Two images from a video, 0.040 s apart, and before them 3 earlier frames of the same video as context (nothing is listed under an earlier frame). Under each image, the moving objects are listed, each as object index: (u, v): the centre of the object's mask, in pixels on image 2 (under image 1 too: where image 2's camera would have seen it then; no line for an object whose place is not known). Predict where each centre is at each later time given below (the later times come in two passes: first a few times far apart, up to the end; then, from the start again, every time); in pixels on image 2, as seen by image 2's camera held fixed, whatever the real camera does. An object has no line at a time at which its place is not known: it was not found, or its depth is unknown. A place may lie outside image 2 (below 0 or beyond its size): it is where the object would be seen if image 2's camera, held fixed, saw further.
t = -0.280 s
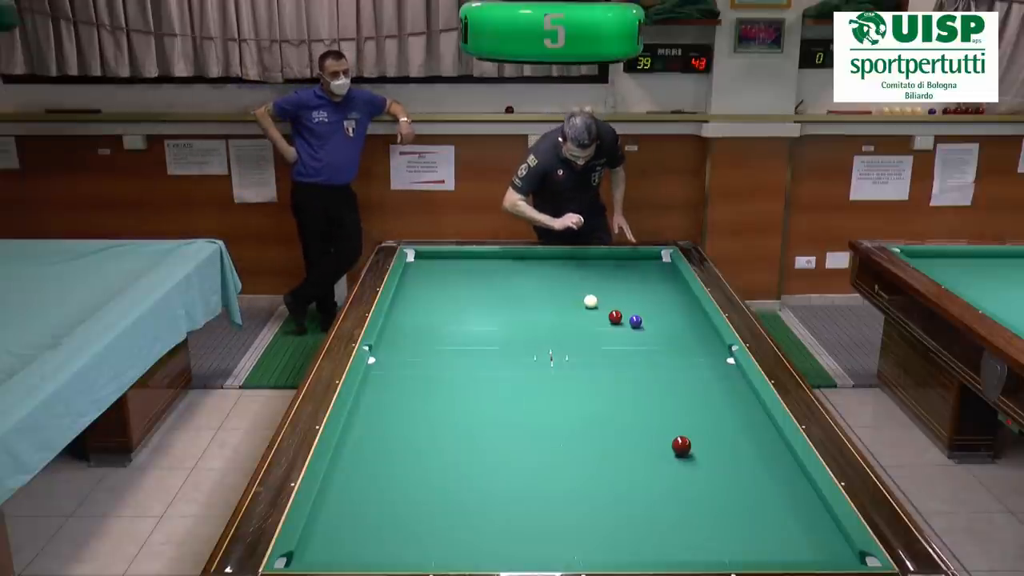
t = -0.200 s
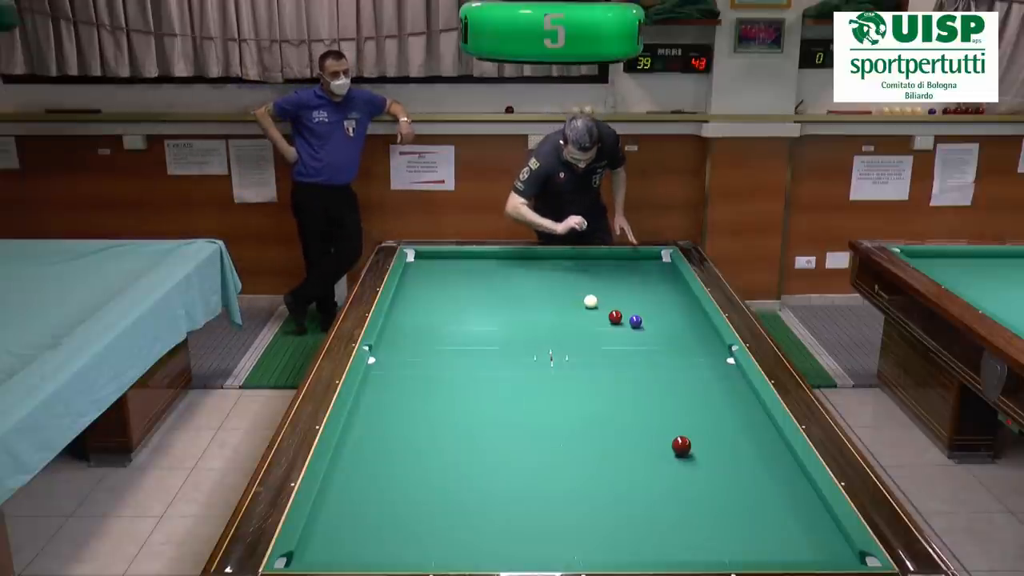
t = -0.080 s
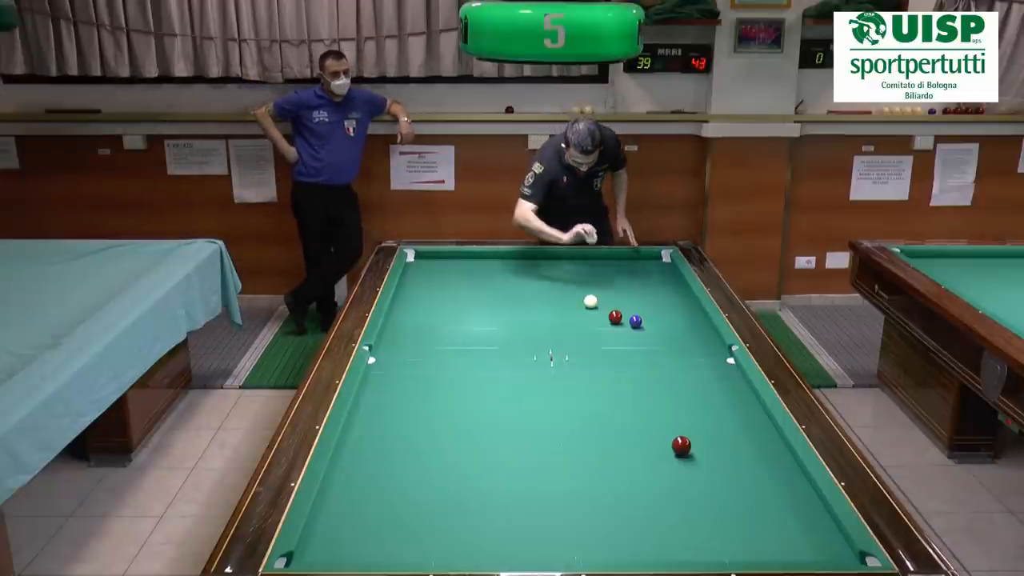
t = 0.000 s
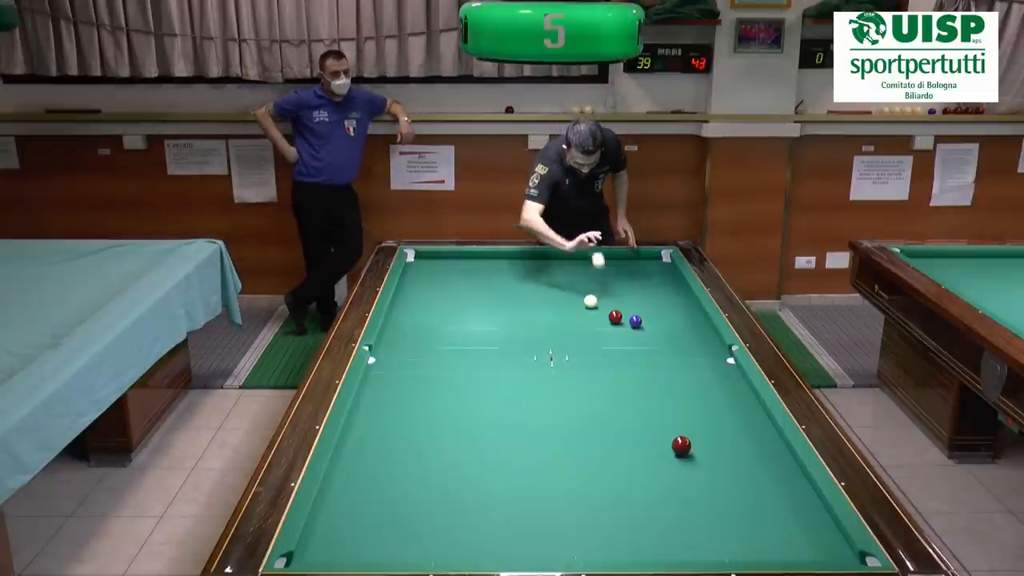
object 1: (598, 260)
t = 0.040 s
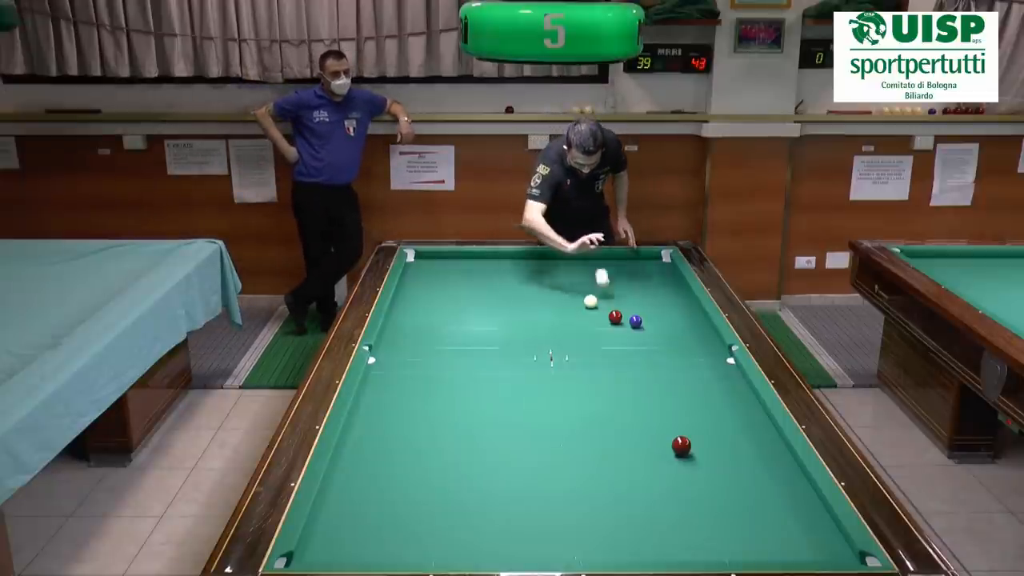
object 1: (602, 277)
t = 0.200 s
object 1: (619, 285)
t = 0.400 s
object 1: (643, 338)
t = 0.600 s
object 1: (668, 363)
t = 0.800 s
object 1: (697, 405)
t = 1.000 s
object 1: (730, 445)
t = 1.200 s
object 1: (771, 497)
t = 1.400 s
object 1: (822, 554)
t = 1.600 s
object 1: (808, 515)
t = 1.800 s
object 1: (796, 480)
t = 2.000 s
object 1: (779, 451)
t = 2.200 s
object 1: (760, 427)
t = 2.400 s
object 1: (743, 405)
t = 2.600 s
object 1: (728, 384)
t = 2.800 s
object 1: (715, 367)
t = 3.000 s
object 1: (703, 351)
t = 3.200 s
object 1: (691, 336)
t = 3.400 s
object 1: (681, 323)
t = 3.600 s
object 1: (671, 311)
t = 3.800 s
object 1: (662, 300)
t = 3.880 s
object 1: (659, 296)
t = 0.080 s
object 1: (606, 294)
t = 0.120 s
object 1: (610, 288)
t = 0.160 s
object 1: (615, 285)
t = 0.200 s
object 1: (619, 285)
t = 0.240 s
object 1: (623, 289)
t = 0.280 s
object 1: (628, 296)
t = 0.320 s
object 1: (633, 307)
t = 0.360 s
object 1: (638, 323)
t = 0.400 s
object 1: (643, 338)
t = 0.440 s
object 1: (648, 335)
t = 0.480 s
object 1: (653, 336)
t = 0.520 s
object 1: (658, 340)
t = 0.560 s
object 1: (662, 349)
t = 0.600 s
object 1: (668, 363)
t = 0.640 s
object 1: (674, 376)
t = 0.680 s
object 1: (679, 376)
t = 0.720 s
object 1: (685, 380)
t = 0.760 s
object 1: (690, 389)
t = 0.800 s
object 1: (697, 405)
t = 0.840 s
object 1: (703, 409)
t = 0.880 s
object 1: (709, 416)
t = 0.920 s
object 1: (716, 428)
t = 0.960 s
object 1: (723, 436)
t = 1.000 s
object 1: (730, 445)
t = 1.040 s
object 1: (738, 455)
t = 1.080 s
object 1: (746, 465)
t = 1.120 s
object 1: (754, 475)
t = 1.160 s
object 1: (762, 486)
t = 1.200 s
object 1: (771, 497)
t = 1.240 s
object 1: (781, 508)
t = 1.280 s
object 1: (791, 520)
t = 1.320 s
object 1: (801, 532)
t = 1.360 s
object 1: (812, 545)
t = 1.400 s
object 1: (822, 554)
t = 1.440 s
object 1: (821, 551)
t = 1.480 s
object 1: (818, 542)
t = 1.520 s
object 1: (814, 532)
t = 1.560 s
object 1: (811, 523)
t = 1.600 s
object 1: (808, 515)
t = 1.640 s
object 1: (805, 508)
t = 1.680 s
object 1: (803, 501)
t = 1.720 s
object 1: (801, 494)
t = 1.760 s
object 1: (799, 487)
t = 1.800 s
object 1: (796, 480)
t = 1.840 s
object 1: (794, 474)
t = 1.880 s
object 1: (791, 468)
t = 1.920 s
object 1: (787, 462)
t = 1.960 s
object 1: (783, 456)
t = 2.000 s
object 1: (779, 451)
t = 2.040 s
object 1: (775, 446)
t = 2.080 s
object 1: (771, 441)
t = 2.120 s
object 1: (767, 436)
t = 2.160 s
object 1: (763, 431)
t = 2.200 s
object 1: (760, 427)
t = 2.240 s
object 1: (757, 422)
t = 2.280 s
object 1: (753, 417)
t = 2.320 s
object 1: (750, 413)
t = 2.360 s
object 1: (747, 409)
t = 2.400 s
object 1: (743, 405)
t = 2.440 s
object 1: (740, 400)
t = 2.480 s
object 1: (737, 396)
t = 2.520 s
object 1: (734, 392)
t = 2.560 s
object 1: (731, 389)
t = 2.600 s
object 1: (728, 384)
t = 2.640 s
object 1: (726, 381)
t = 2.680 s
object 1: (723, 377)
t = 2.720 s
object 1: (720, 374)
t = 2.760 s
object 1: (717, 370)
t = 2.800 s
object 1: (715, 367)
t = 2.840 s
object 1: (712, 364)
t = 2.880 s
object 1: (710, 360)
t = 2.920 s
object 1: (707, 357)
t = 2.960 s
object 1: (705, 354)
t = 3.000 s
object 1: (703, 351)
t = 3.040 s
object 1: (700, 348)
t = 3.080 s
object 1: (698, 345)
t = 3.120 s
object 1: (695, 342)
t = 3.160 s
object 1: (693, 339)
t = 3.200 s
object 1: (691, 336)
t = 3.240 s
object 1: (689, 334)
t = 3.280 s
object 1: (687, 331)
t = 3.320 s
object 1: (685, 328)
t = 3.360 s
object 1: (683, 326)
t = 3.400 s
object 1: (681, 323)
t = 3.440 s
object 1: (679, 321)
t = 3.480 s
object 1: (677, 318)
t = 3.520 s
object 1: (675, 316)
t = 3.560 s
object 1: (673, 313)
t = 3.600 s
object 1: (671, 311)
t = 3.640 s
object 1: (669, 309)
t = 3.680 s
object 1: (668, 307)
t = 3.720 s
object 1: (666, 304)
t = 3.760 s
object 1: (664, 302)
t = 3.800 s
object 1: (662, 300)
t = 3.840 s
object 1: (661, 298)
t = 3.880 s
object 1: (659, 296)
